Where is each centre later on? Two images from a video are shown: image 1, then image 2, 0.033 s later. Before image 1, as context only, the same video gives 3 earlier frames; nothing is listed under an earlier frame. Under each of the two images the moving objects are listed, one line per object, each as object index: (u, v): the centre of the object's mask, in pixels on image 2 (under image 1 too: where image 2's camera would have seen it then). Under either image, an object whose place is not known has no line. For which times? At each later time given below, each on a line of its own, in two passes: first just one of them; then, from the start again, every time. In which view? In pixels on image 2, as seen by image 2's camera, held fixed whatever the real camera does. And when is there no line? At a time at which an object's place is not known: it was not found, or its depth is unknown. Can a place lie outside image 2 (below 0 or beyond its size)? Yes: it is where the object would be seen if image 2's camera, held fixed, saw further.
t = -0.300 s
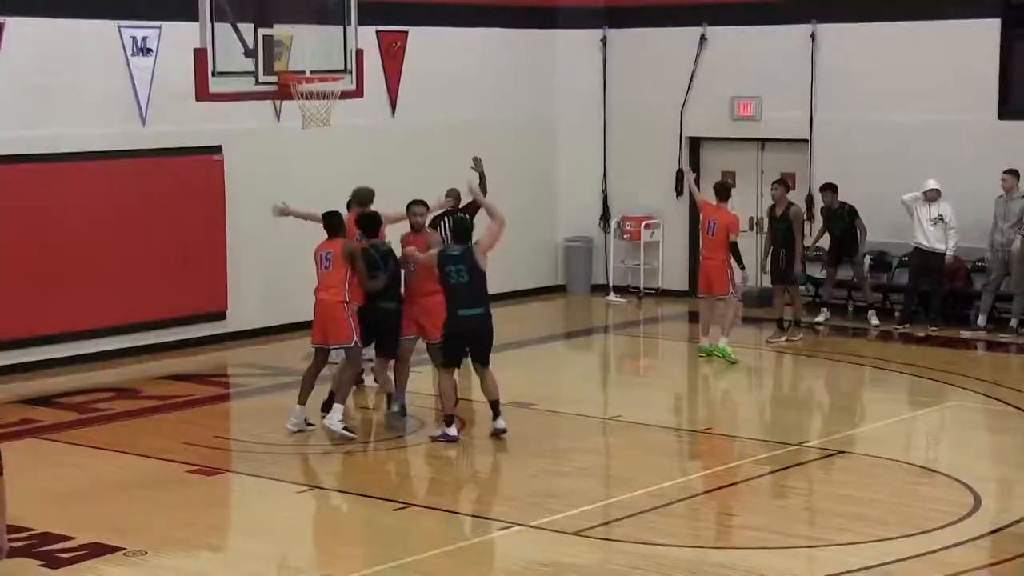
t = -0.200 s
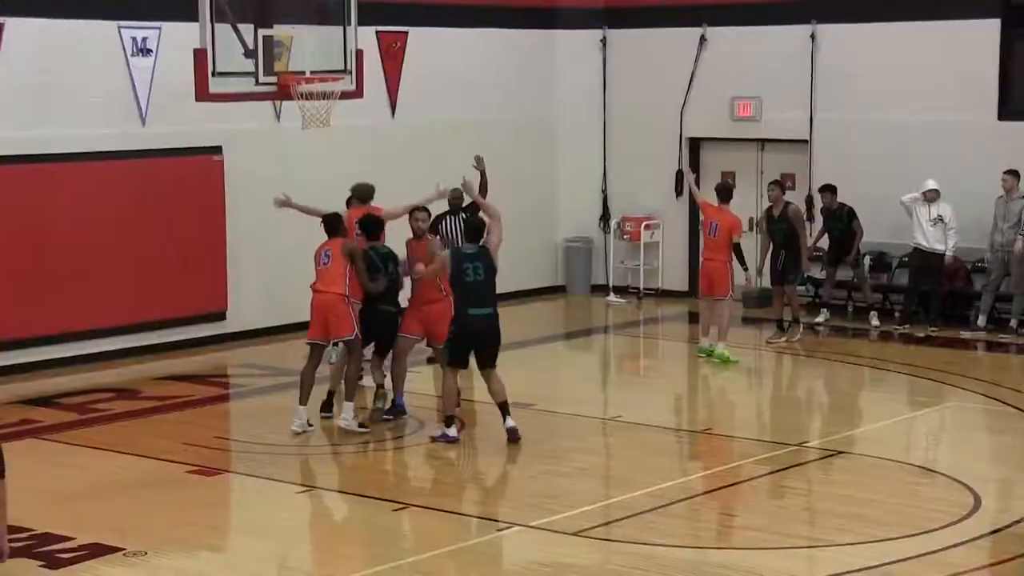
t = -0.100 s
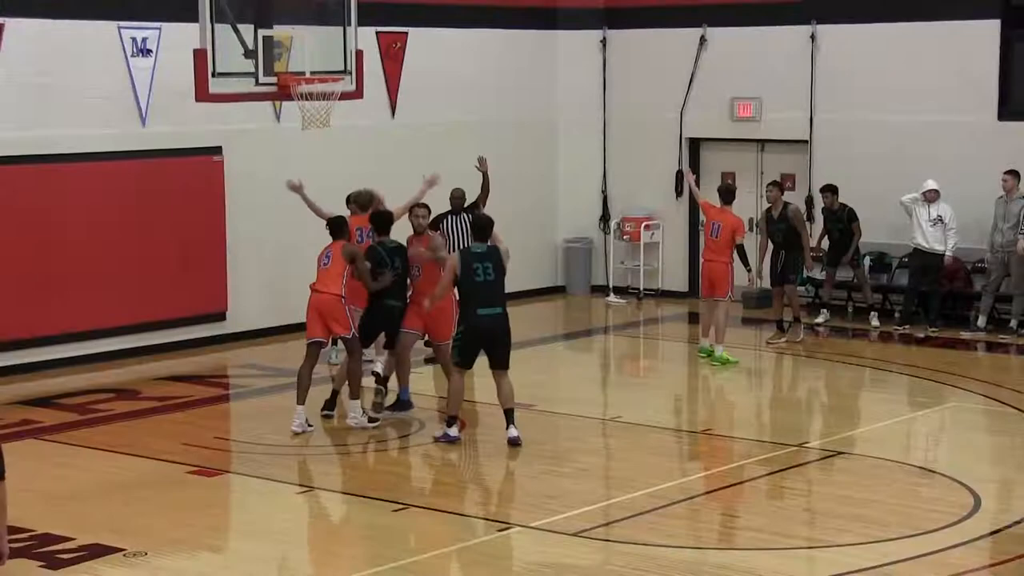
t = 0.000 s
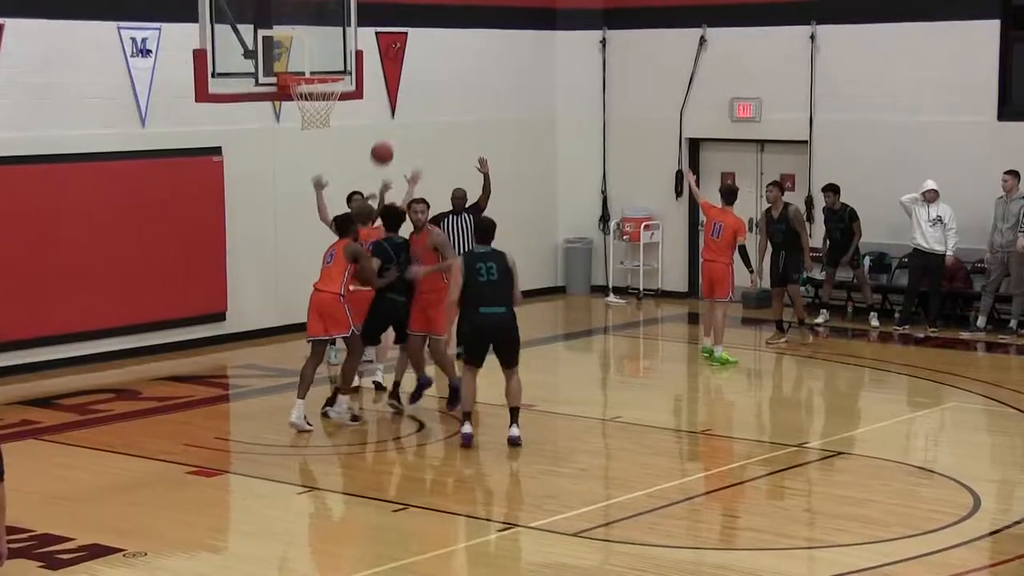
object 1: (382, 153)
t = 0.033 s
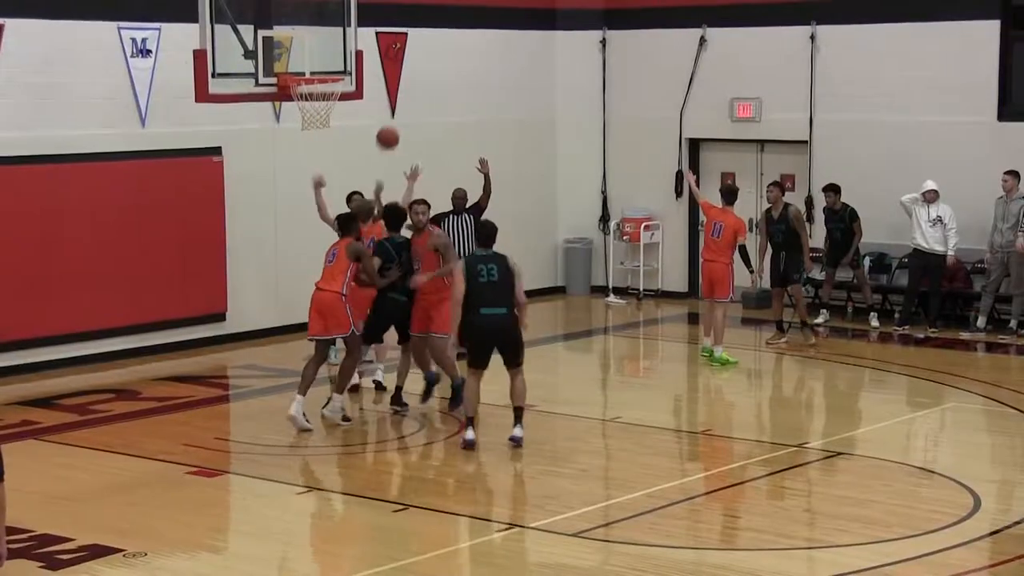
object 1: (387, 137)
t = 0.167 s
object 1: (410, 83)
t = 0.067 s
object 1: (393, 123)
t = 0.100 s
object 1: (398, 109)
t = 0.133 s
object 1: (406, 95)
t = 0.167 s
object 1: (410, 83)
